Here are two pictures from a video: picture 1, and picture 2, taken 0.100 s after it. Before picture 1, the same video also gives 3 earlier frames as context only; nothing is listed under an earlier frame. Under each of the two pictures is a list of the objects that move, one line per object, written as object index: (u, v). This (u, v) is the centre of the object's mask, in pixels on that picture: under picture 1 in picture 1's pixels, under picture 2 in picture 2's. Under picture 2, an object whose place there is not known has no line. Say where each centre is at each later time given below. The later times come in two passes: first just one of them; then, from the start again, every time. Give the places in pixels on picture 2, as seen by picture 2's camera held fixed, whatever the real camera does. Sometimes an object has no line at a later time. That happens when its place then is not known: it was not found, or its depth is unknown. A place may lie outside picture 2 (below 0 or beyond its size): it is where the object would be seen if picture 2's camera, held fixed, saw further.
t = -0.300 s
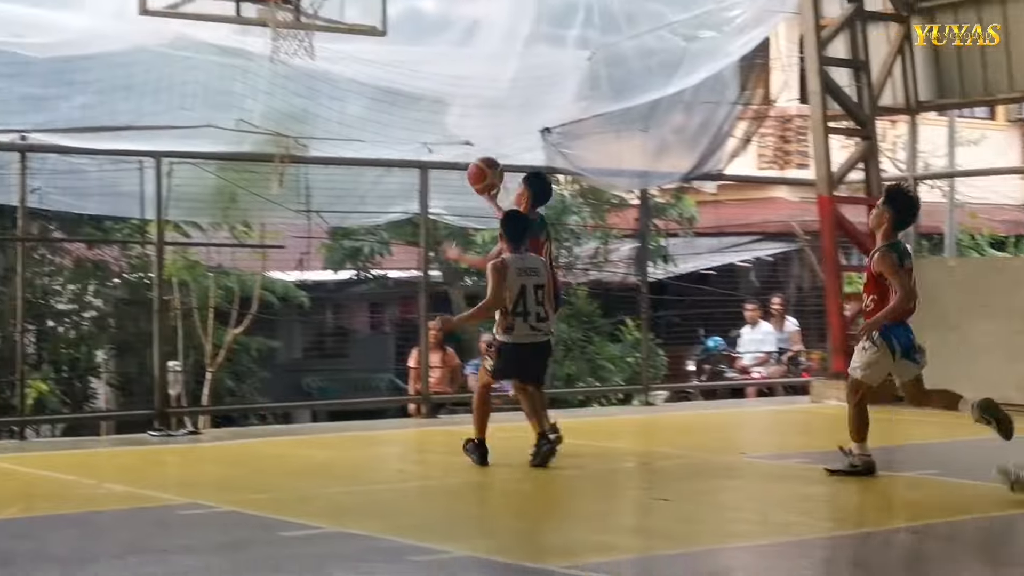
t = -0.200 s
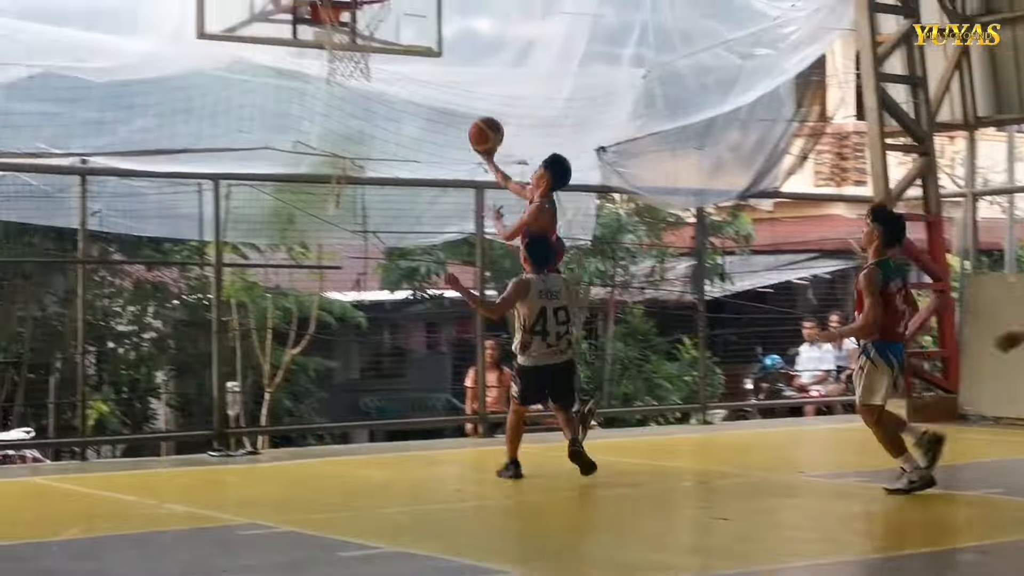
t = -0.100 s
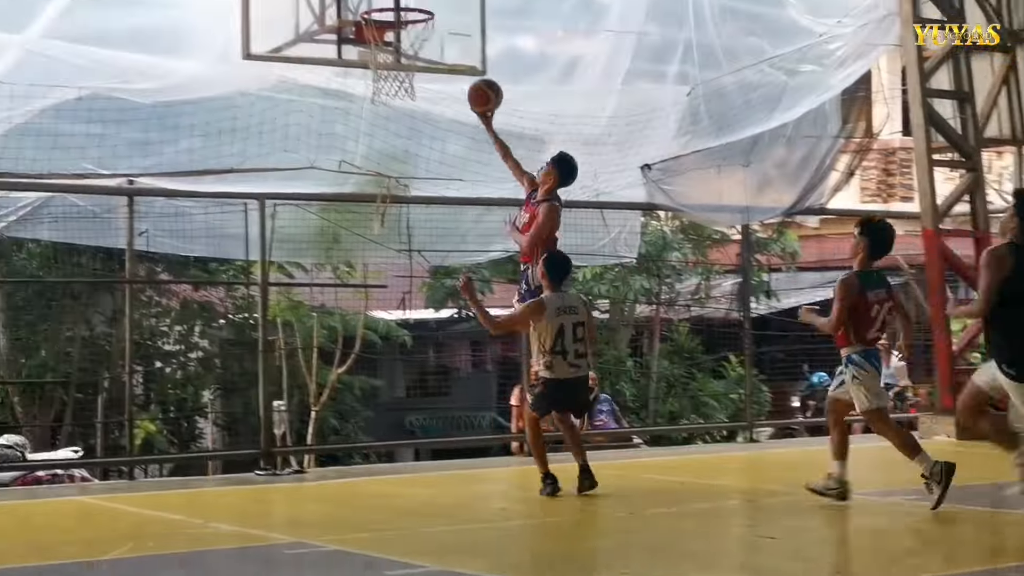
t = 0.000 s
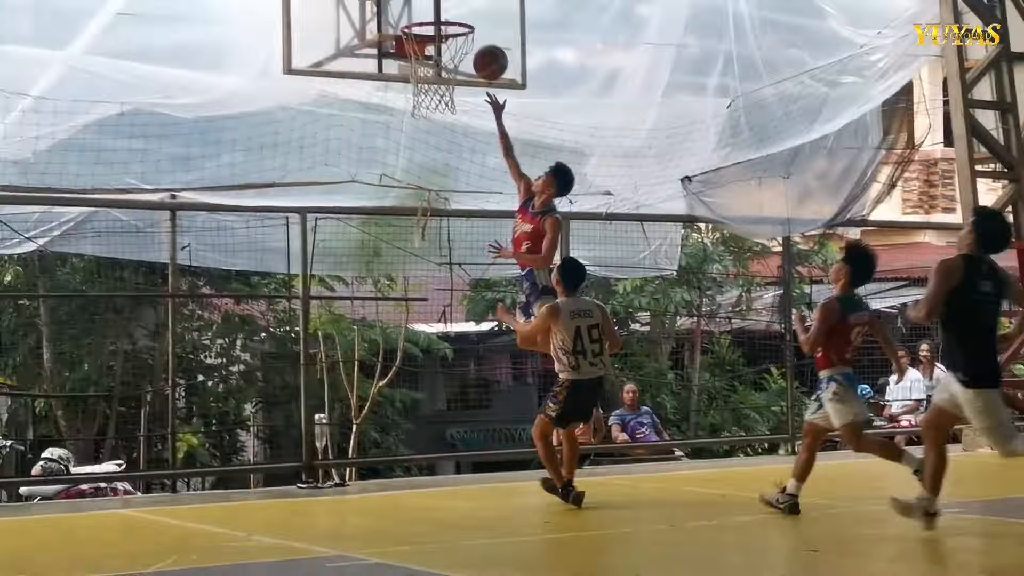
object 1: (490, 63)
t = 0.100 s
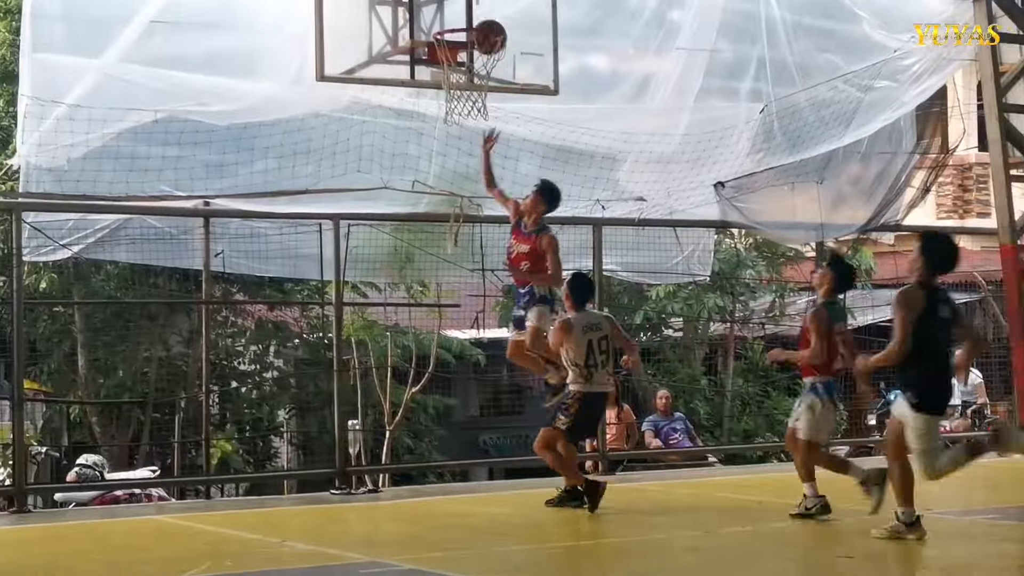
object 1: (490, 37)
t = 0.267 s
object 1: (473, 16)
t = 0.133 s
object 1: (479, 30)
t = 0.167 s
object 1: (478, 26)
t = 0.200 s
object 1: (476, 20)
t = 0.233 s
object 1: (474, 17)
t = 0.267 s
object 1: (473, 16)
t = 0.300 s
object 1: (471, 17)
